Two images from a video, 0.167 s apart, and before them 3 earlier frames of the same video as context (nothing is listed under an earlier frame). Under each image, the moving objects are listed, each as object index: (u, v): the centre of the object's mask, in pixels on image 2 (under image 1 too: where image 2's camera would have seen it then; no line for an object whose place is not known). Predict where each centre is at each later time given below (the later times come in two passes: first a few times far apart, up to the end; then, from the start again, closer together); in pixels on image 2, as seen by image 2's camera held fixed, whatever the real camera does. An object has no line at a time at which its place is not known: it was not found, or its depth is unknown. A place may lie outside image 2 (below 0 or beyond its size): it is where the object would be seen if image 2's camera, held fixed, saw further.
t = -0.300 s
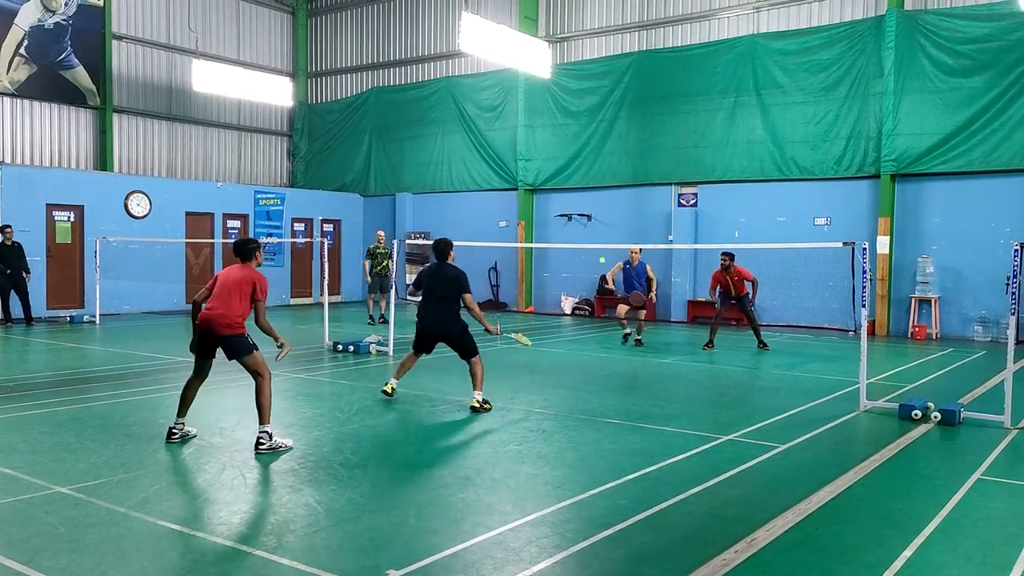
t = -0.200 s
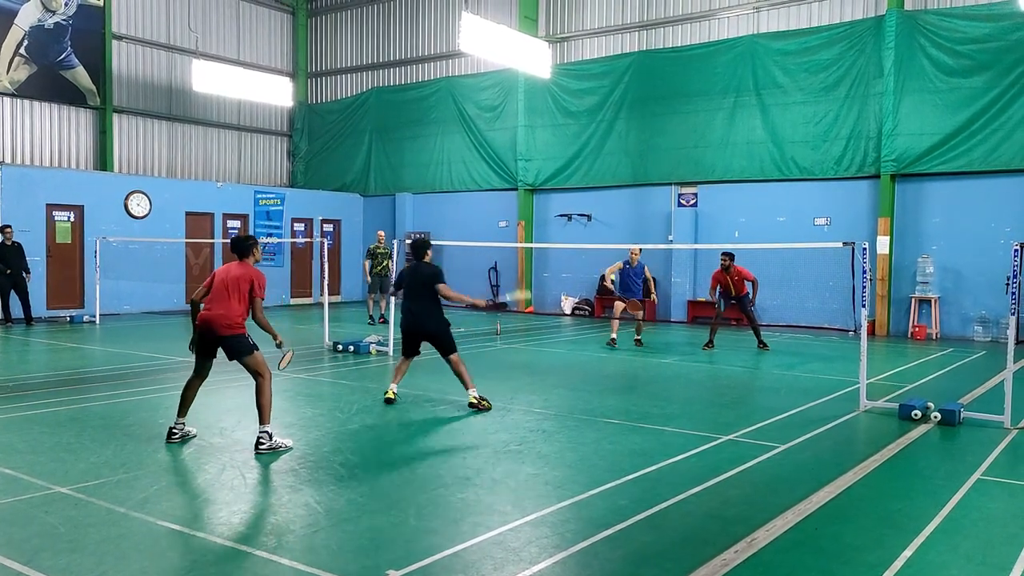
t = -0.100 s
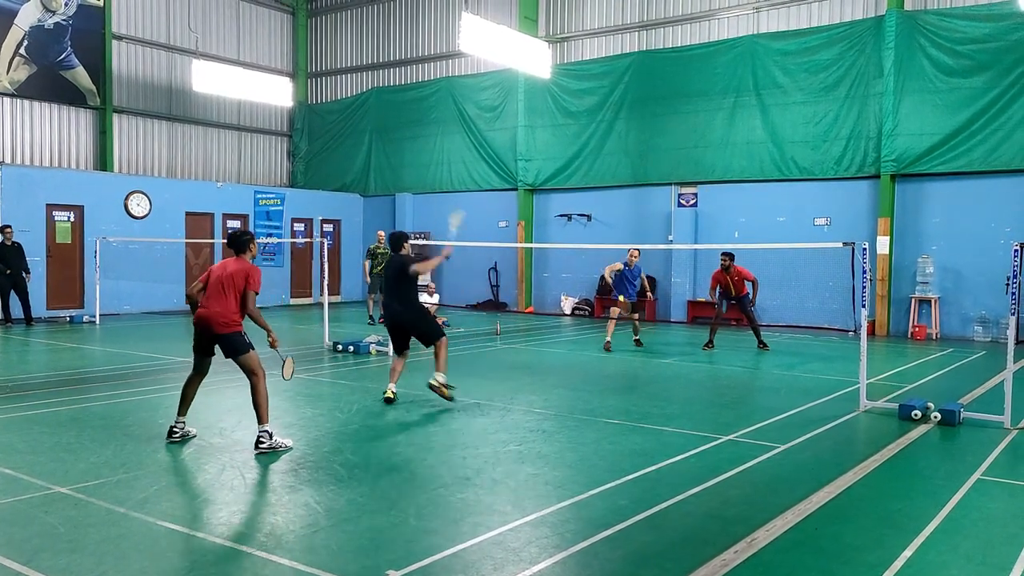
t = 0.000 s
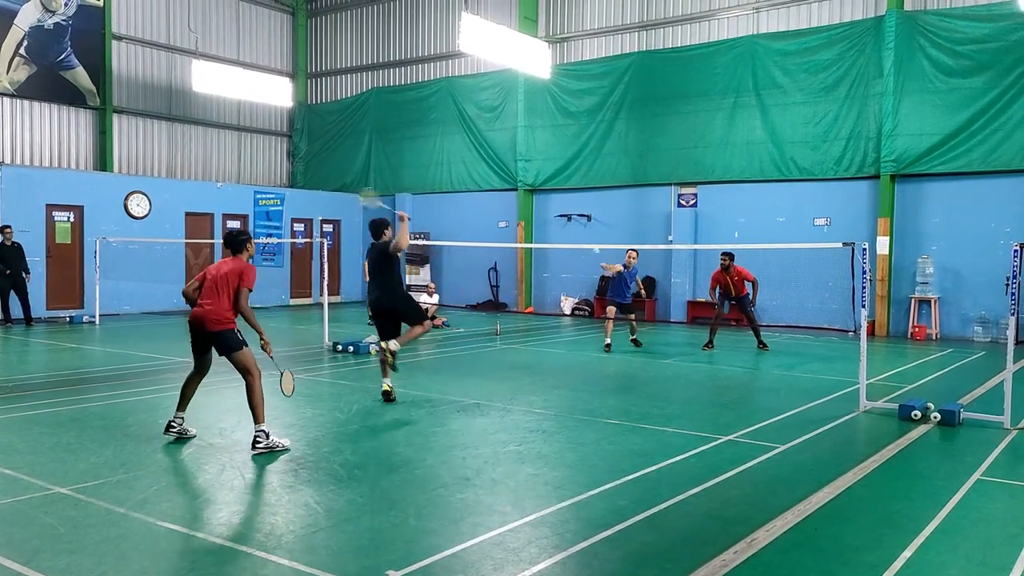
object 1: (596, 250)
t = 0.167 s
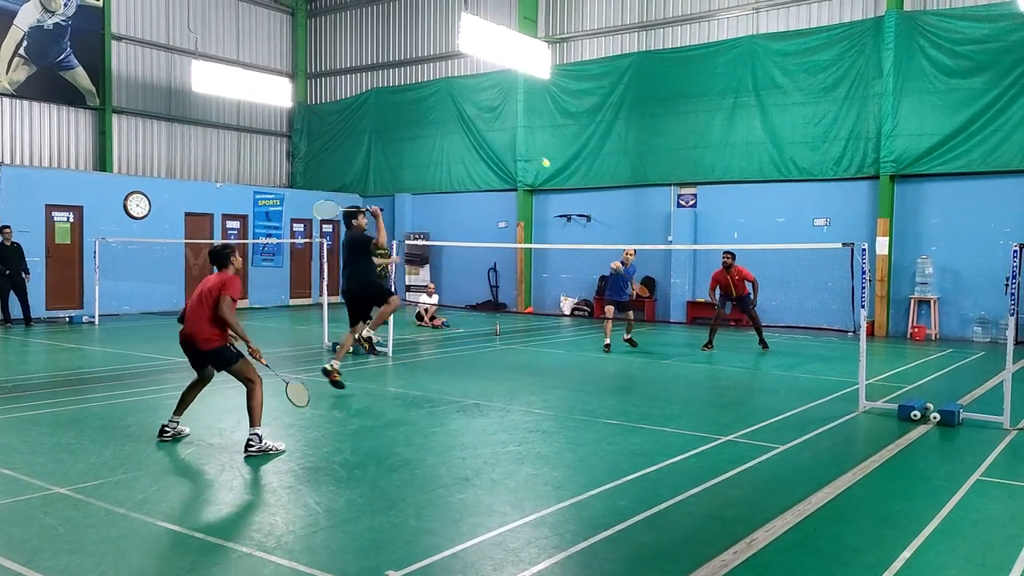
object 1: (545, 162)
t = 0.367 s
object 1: (488, 104)
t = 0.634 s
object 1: (404, 105)
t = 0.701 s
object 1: (382, 123)
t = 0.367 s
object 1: (488, 104)
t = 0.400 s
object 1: (478, 99)
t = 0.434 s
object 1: (468, 95)
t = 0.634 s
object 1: (404, 105)
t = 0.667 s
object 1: (393, 113)
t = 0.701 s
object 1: (382, 123)
